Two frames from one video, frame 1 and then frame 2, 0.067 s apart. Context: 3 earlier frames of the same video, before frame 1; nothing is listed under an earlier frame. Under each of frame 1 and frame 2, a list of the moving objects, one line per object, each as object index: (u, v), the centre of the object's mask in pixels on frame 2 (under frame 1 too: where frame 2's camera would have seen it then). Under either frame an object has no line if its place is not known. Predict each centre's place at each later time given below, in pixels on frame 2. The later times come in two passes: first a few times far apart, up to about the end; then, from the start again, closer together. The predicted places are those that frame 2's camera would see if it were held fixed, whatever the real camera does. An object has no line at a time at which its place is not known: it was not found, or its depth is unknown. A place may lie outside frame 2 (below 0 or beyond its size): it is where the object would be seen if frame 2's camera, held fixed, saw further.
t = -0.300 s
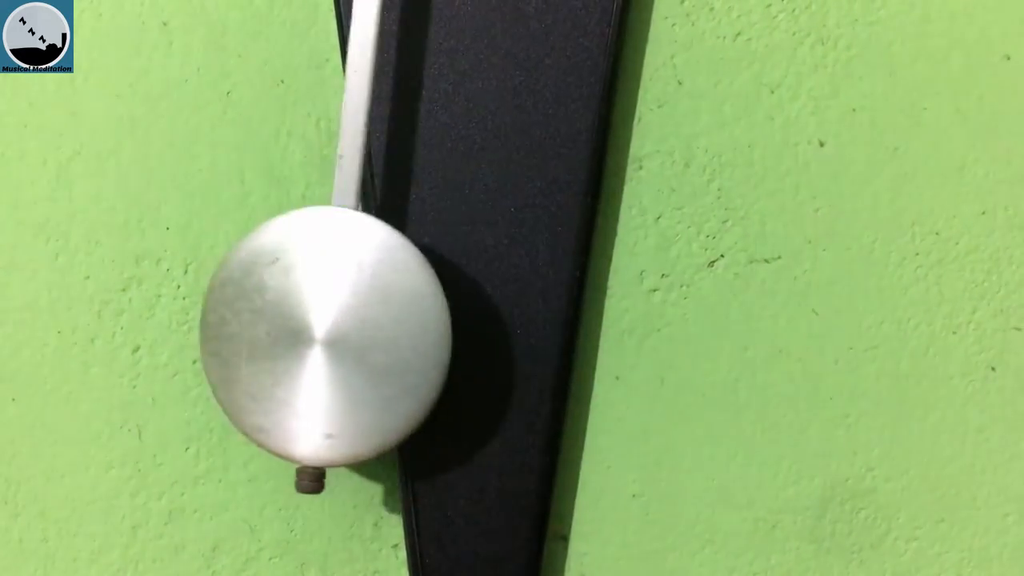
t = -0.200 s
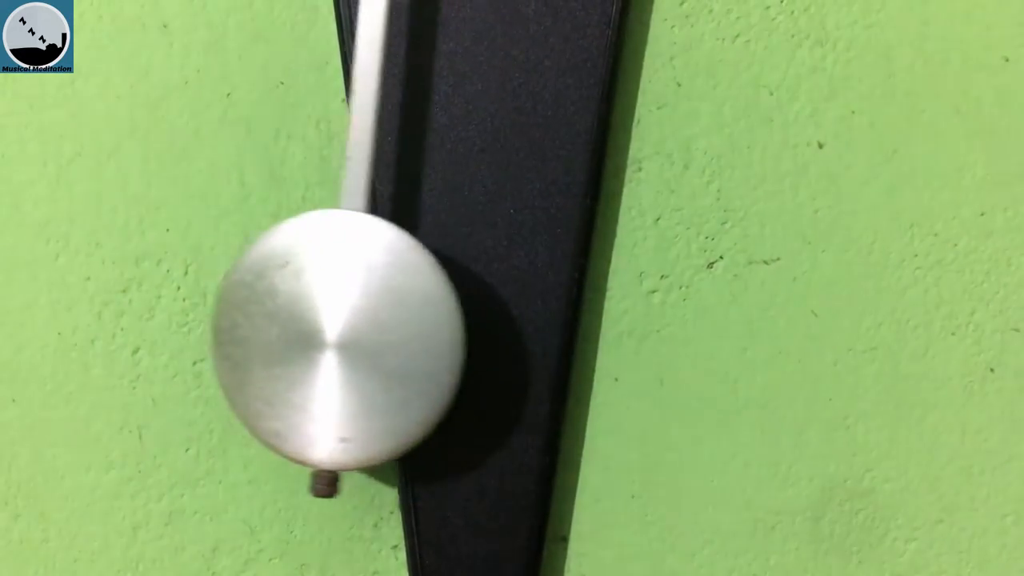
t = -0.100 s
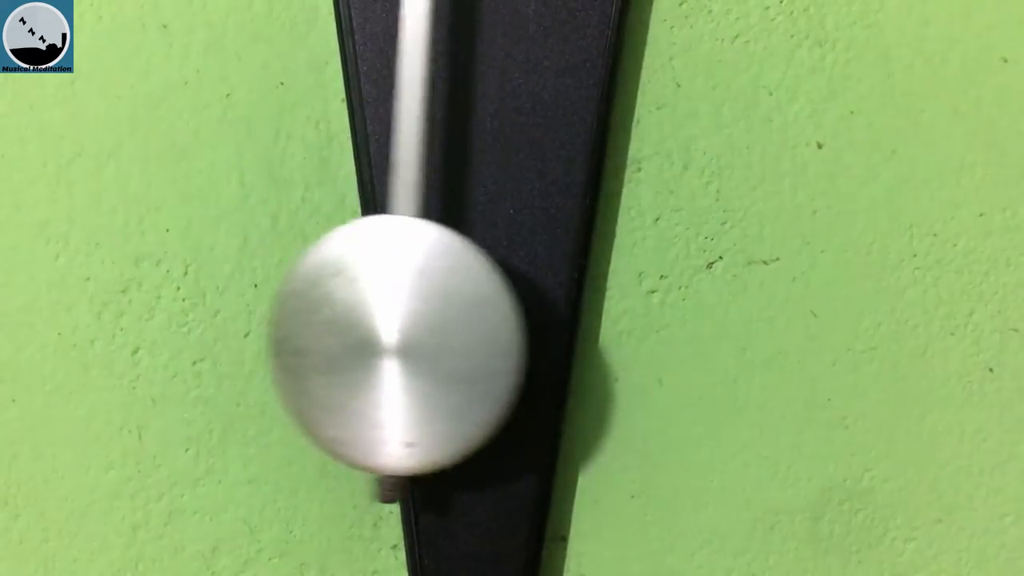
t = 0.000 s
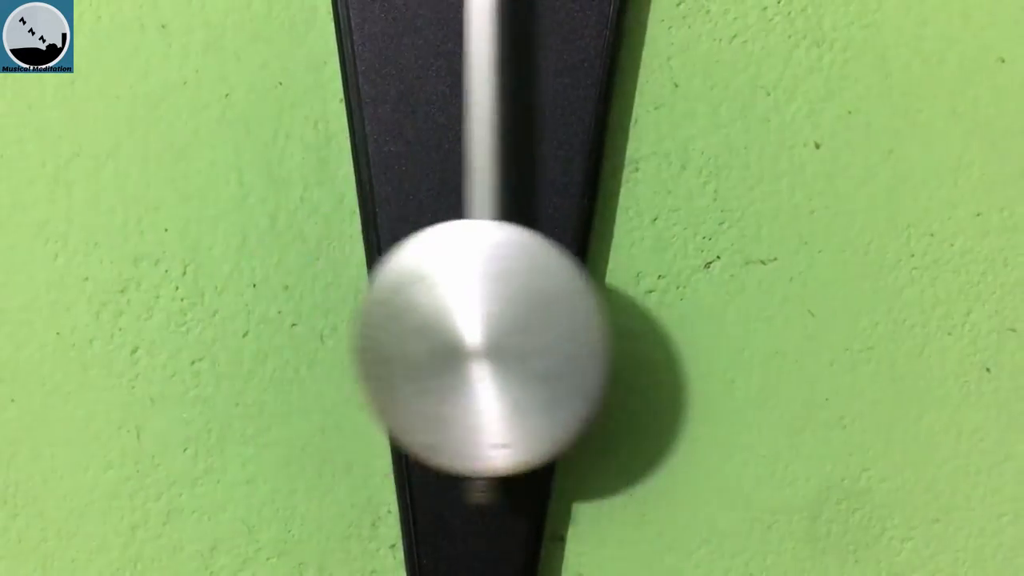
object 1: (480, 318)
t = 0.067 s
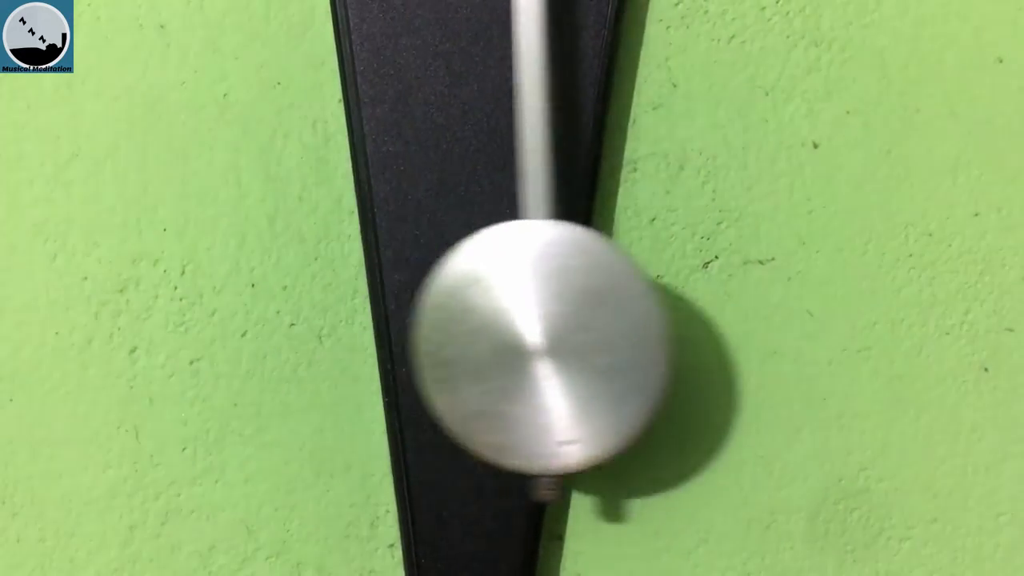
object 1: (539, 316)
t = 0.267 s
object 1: (662, 312)
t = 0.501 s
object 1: (585, 313)
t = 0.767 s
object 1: (364, 314)
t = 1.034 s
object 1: (364, 314)
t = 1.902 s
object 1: (400, 311)
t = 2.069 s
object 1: (326, 311)
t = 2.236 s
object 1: (380, 314)
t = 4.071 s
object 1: (548, 313)
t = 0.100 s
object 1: (567, 316)
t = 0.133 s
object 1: (594, 316)
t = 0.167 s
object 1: (617, 314)
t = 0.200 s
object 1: (637, 313)
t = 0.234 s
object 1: (652, 313)
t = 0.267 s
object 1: (662, 312)
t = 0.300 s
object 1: (667, 312)
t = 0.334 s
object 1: (666, 312)
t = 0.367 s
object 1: (659, 312)
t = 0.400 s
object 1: (647, 312)
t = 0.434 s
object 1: (630, 313)
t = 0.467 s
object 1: (610, 313)
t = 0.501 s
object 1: (585, 313)
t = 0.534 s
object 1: (559, 313)
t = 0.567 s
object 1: (529, 314)
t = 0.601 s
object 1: (501, 315)
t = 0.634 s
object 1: (472, 315)
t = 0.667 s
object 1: (443, 314)
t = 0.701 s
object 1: (414, 313)
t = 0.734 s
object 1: (387, 314)
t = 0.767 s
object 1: (364, 314)
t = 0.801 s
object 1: (345, 314)
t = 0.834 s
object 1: (330, 315)
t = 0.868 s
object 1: (321, 314)
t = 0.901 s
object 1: (318, 315)
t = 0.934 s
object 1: (321, 314)
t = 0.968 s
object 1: (330, 314)
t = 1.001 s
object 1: (345, 315)
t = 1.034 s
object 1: (364, 314)
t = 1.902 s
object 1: (400, 311)
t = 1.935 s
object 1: (376, 311)
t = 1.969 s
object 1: (357, 311)
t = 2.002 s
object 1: (342, 311)
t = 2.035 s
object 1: (331, 311)
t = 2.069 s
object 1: (326, 311)
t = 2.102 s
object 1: (326, 312)
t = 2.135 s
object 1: (333, 313)
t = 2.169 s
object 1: (344, 313)
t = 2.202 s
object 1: (360, 314)
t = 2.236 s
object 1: (380, 314)
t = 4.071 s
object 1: (548, 313)
